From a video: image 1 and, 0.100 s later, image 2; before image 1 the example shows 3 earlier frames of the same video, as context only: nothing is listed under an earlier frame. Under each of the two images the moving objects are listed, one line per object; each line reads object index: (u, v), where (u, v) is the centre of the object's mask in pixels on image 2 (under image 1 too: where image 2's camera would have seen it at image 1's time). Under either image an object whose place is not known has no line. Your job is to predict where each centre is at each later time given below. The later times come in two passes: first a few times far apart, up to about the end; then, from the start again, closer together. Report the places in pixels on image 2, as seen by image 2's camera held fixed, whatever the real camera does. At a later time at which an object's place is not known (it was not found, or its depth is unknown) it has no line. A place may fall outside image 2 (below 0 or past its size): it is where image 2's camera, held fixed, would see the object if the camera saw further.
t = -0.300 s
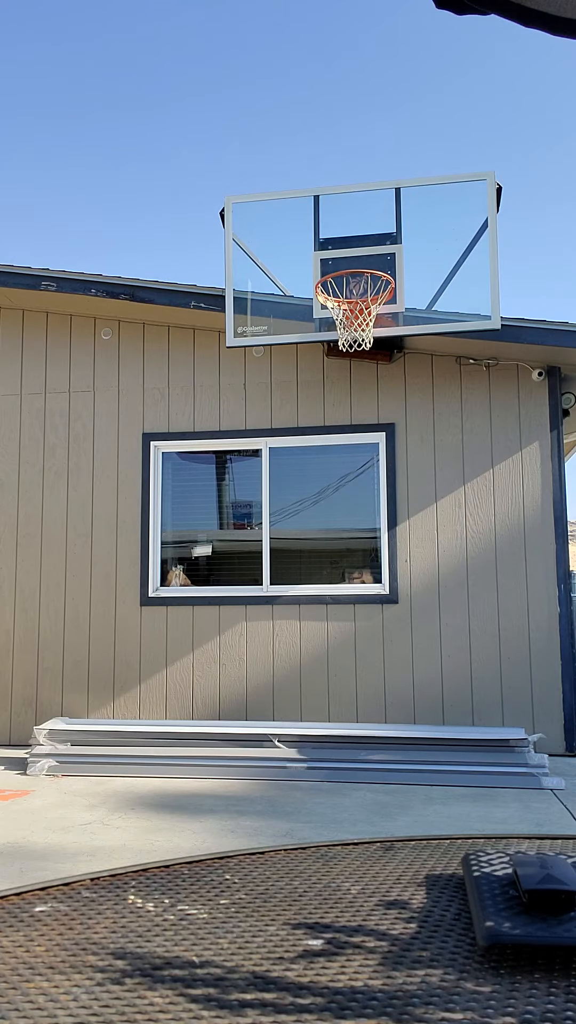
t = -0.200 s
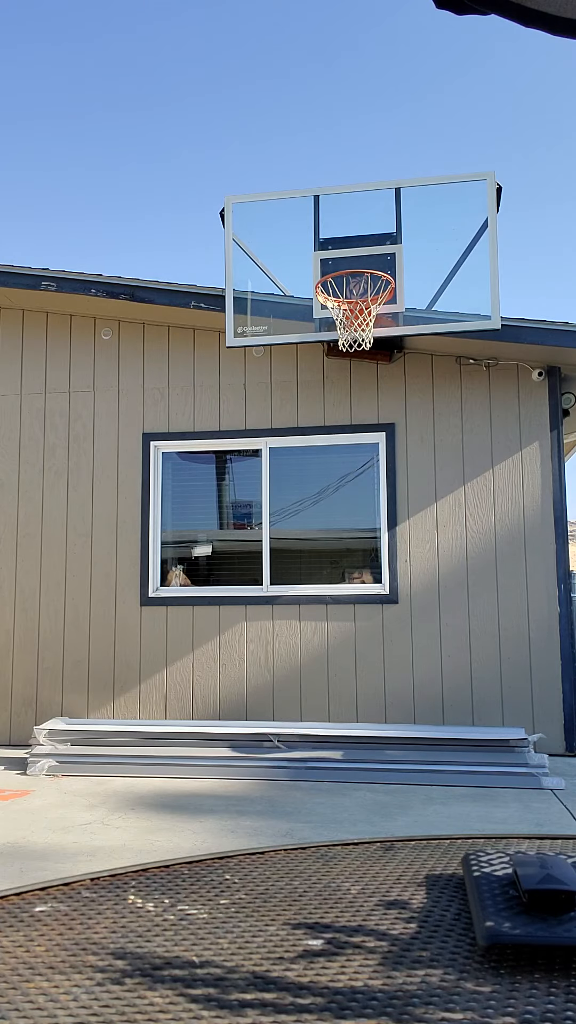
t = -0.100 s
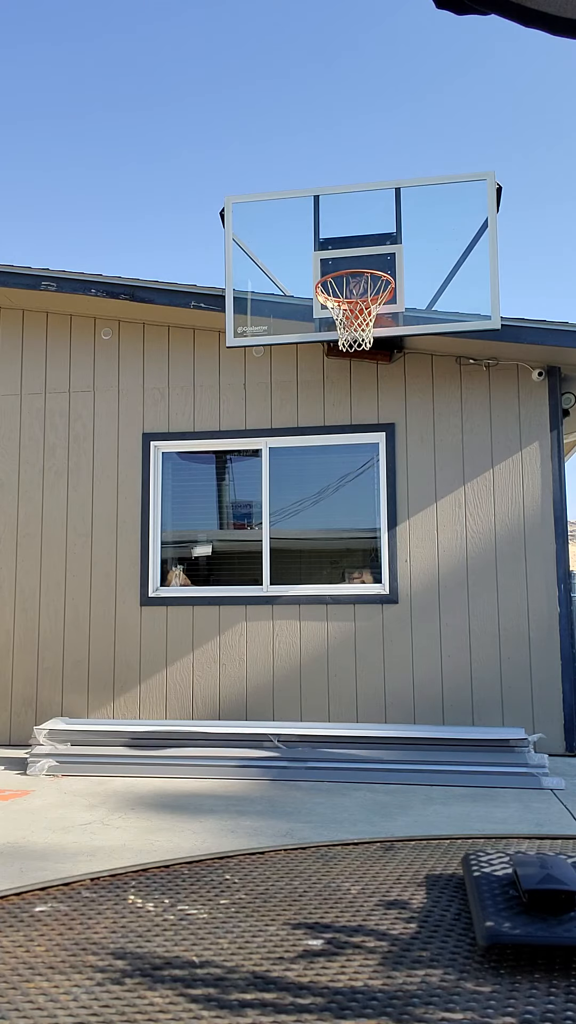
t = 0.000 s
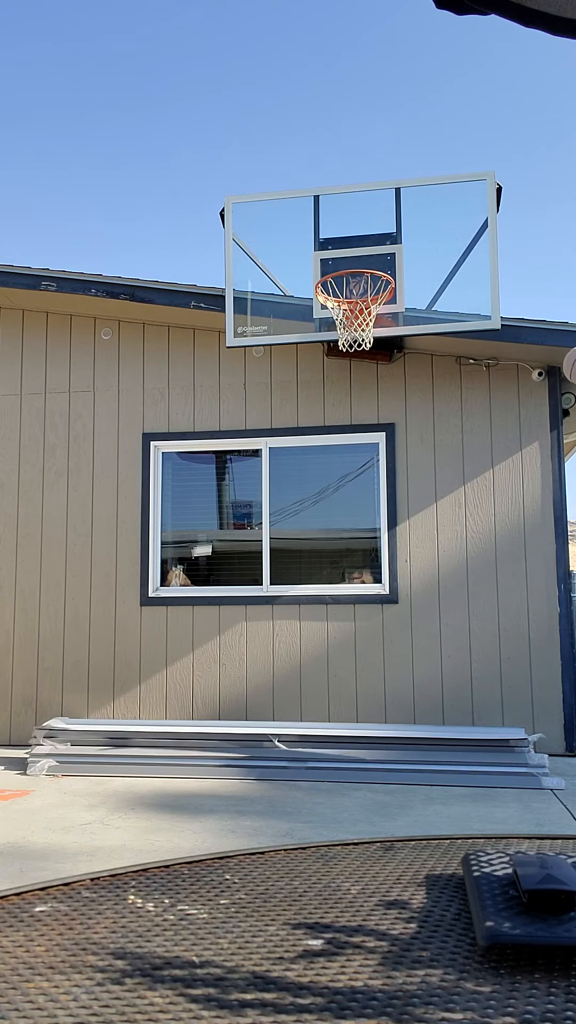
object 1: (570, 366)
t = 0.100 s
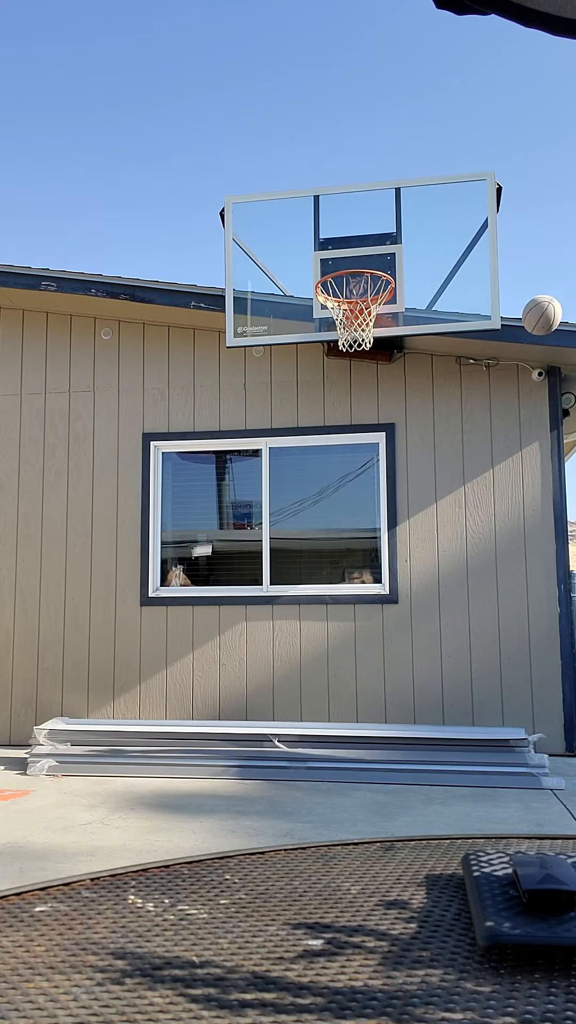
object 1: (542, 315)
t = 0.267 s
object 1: (477, 268)
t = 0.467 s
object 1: (403, 265)
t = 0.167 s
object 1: (515, 291)
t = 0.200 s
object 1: (502, 282)
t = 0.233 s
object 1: (489, 274)
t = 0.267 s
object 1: (477, 268)
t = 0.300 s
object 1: (464, 263)
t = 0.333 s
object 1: (451, 261)
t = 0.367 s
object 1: (439, 260)
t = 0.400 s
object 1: (427, 260)
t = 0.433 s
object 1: (415, 262)
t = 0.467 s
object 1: (403, 265)
